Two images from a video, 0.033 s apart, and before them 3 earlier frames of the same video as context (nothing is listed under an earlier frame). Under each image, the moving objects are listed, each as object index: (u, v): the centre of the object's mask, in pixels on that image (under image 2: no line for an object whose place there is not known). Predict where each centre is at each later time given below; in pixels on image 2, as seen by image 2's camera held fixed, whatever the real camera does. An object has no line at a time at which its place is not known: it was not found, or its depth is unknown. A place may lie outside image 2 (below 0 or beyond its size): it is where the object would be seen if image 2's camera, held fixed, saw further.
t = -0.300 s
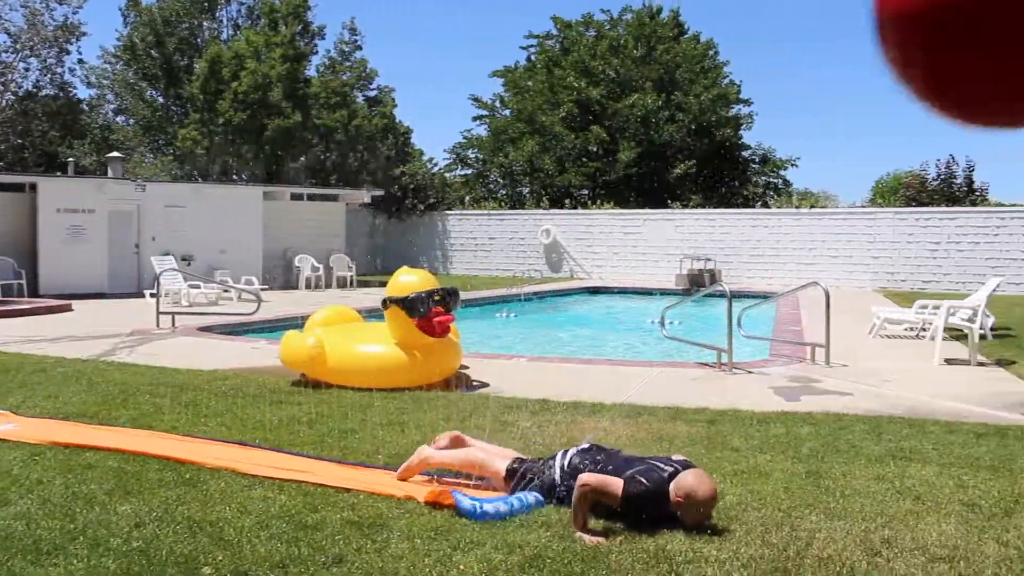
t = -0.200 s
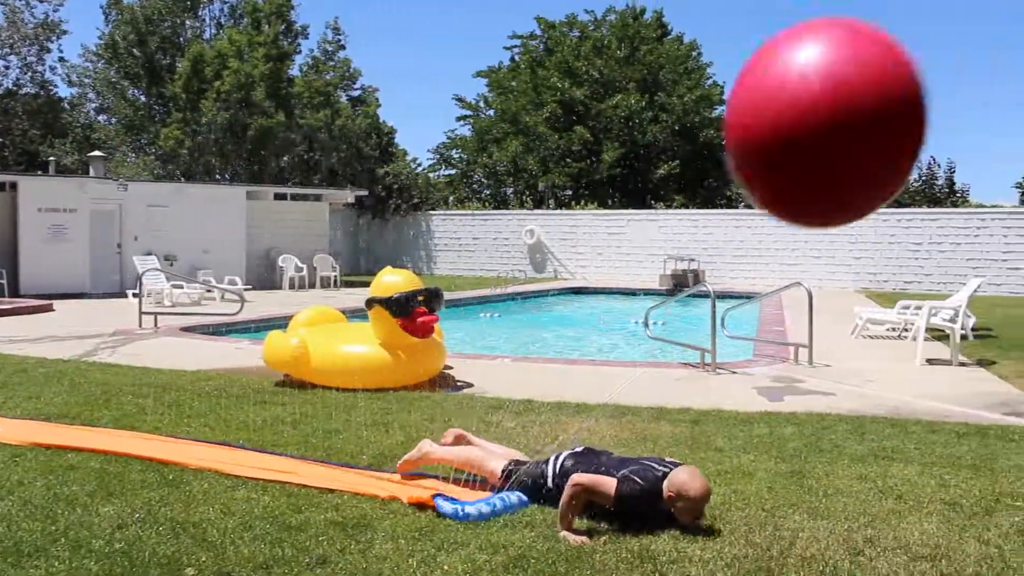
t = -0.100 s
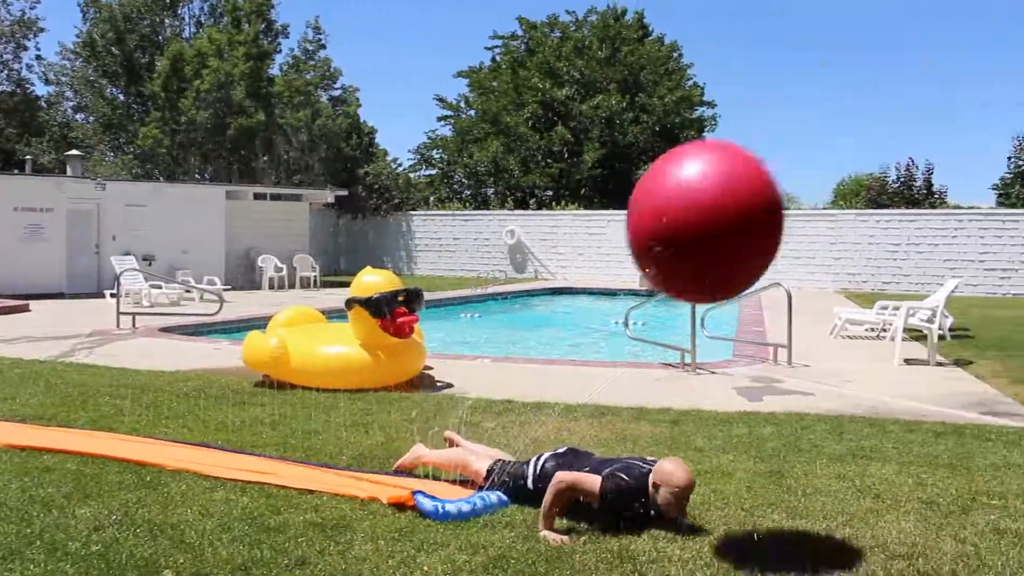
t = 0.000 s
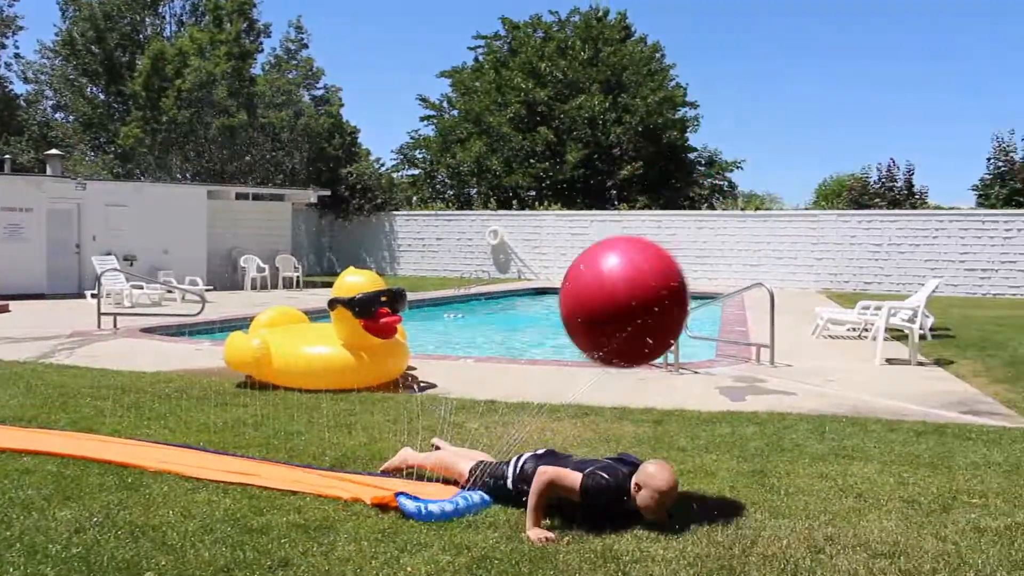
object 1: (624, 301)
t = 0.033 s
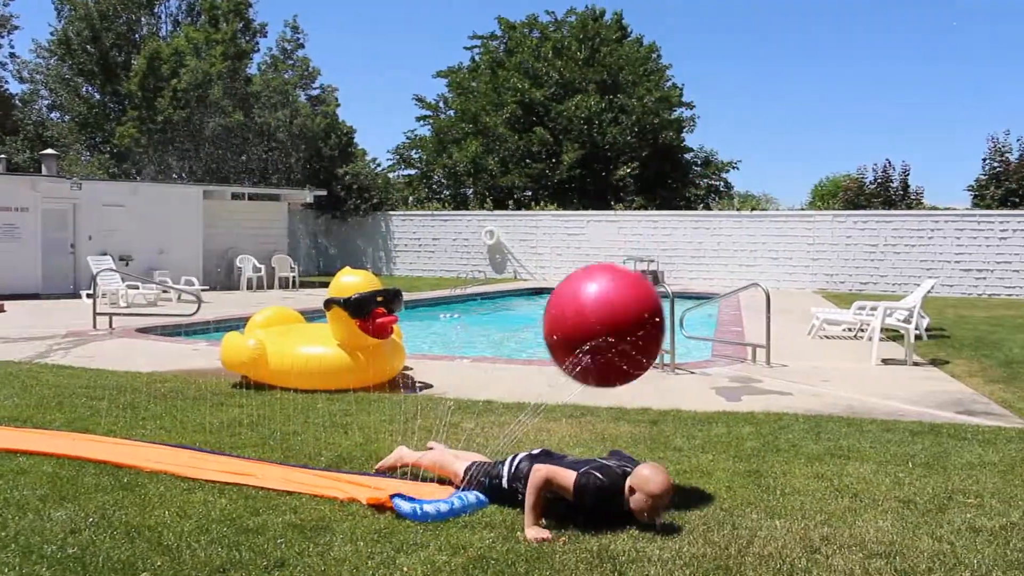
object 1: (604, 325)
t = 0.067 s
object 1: (591, 347)
